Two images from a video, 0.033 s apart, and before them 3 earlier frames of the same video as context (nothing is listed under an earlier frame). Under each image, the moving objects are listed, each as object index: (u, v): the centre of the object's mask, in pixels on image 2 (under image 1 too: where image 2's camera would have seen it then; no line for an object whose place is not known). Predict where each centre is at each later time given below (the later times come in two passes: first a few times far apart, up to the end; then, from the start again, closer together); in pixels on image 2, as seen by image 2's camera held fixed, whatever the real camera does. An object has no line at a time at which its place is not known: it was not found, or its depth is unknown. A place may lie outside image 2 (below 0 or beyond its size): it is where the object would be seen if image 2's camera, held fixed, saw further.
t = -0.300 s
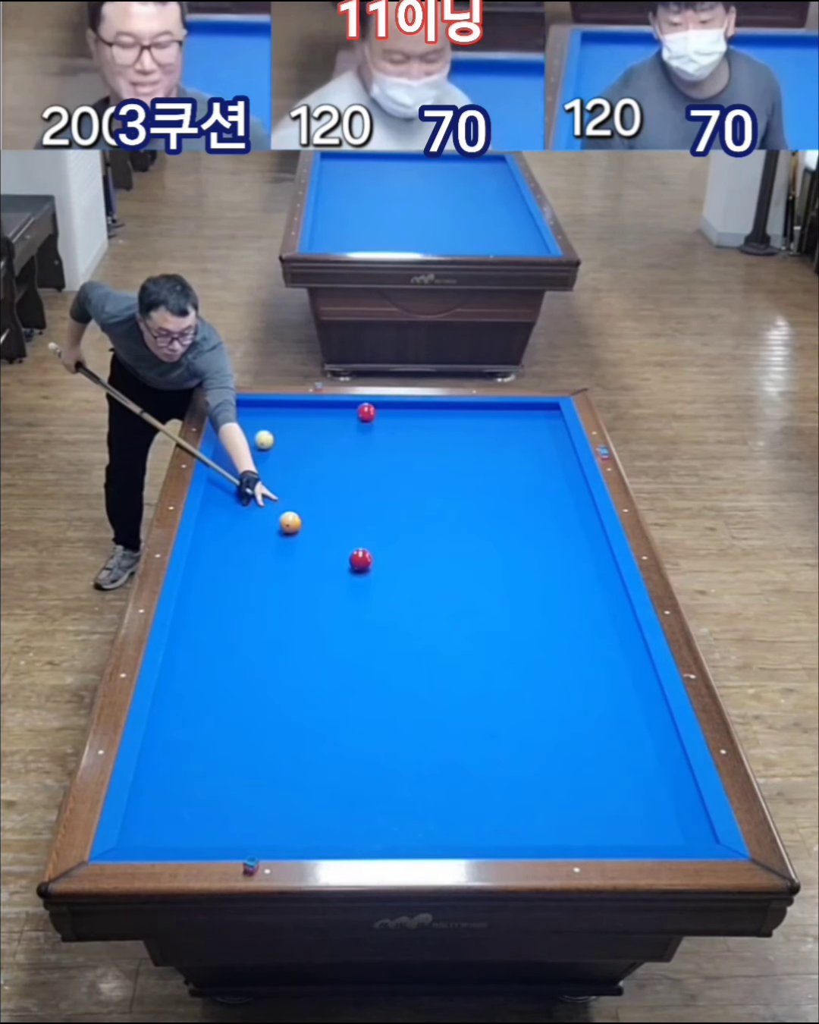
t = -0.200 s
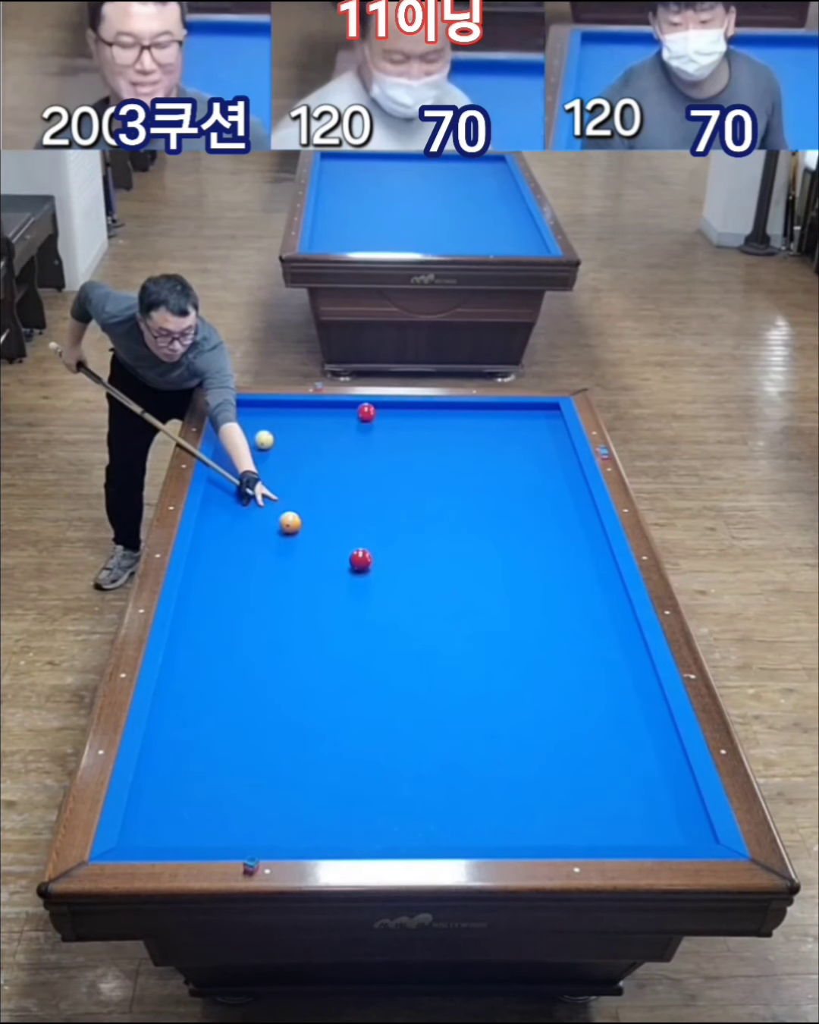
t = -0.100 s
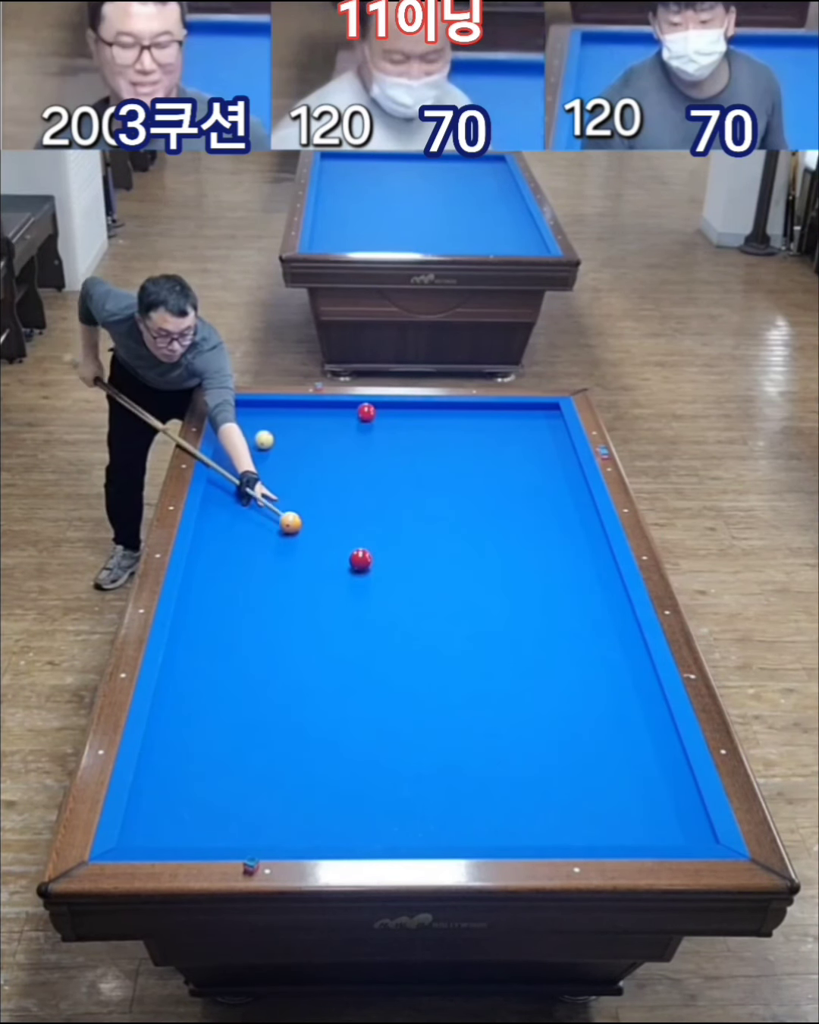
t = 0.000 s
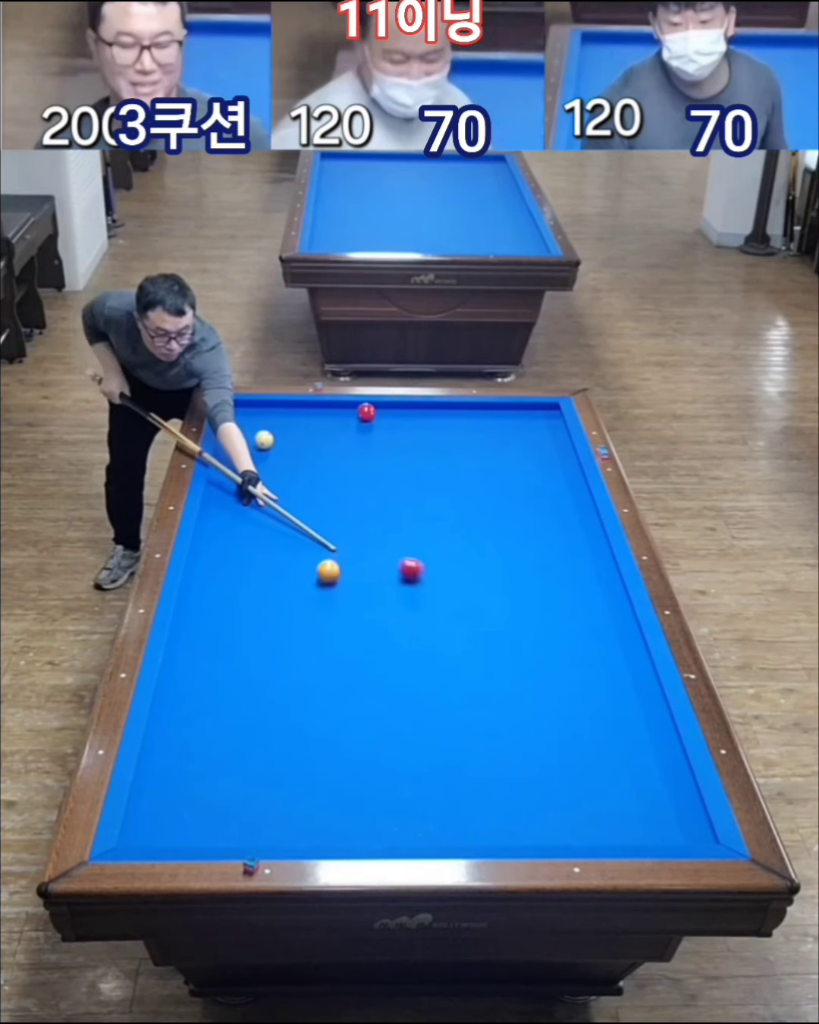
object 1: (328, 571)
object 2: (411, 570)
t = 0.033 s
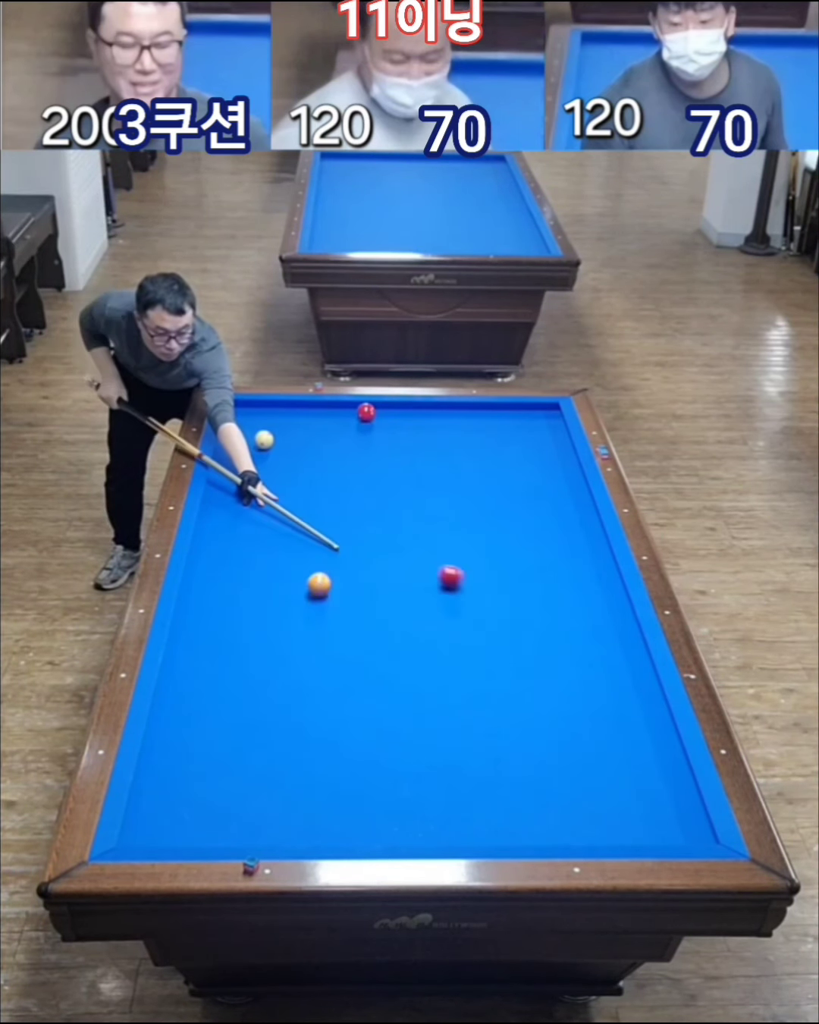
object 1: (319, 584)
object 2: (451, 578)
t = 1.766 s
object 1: (471, 618)
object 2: (466, 757)
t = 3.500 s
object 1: (473, 445)
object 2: (530, 835)
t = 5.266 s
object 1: (312, 443)
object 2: (329, 810)
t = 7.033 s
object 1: (248, 496)
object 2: (197, 790)
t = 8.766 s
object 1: (324, 548)
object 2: (164, 781)
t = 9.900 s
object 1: (368, 578)
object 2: (165, 781)
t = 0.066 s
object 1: (310, 598)
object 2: (490, 585)
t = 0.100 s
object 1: (300, 611)
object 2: (529, 593)
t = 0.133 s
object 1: (291, 624)
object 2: (569, 601)
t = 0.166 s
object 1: (280, 638)
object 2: (608, 608)
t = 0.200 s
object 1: (270, 651)
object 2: (615, 614)
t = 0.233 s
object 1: (260, 665)
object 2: (591, 618)
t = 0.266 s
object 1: (249, 678)
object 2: (567, 623)
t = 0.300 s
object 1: (238, 691)
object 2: (544, 627)
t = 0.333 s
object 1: (228, 705)
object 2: (521, 632)
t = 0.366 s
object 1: (217, 719)
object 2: (499, 636)
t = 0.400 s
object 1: (206, 732)
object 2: (477, 641)
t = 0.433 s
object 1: (194, 745)
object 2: (456, 645)
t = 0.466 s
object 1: (183, 758)
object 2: (435, 650)
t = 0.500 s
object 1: (171, 771)
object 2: (415, 654)
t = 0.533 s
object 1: (159, 785)
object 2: (395, 658)
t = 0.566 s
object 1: (147, 798)
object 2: (375, 662)
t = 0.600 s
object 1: (144, 814)
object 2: (355, 667)
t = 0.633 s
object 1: (148, 829)
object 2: (335, 671)
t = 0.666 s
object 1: (154, 835)
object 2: (314, 675)
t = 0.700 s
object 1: (169, 824)
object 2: (294, 680)
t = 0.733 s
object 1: (183, 813)
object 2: (273, 684)
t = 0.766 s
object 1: (197, 802)
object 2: (252, 689)
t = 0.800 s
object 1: (210, 792)
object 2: (230, 694)
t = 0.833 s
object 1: (222, 782)
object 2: (208, 698)
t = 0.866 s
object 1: (234, 774)
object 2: (187, 702)
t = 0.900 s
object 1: (245, 766)
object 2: (164, 707)
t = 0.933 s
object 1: (255, 759)
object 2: (179, 709)
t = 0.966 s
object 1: (266, 752)
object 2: (196, 710)
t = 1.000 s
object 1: (276, 745)
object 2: (211, 712)
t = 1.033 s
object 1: (286, 739)
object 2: (226, 714)
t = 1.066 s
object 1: (296, 733)
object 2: (240, 716)
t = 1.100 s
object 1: (306, 726)
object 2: (253, 717)
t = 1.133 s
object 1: (316, 720)
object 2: (264, 719)
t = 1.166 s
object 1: (325, 714)
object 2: (276, 721)
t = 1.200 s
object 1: (334, 708)
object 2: (286, 723)
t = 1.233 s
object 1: (343, 702)
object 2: (297, 725)
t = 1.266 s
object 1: (352, 696)
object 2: (307, 727)
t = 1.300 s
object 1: (361, 690)
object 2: (318, 729)
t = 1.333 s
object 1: (370, 684)
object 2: (328, 731)
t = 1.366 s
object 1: (378, 679)
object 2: (339, 733)
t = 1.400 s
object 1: (387, 674)
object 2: (349, 735)
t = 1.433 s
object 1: (395, 668)
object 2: (360, 737)
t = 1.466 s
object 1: (403, 663)
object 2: (370, 739)
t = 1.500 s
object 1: (411, 658)
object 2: (381, 741)
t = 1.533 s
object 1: (419, 652)
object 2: (391, 743)
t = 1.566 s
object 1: (427, 647)
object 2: (402, 745)
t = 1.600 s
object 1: (434, 642)
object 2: (413, 747)
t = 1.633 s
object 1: (442, 637)
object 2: (423, 749)
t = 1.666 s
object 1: (449, 632)
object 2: (434, 751)
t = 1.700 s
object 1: (457, 627)
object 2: (445, 753)
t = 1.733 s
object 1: (464, 623)
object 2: (455, 755)
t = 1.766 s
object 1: (471, 618)
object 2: (466, 757)
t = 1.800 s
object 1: (478, 613)
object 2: (477, 759)
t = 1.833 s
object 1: (485, 609)
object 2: (487, 760)
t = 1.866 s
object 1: (492, 605)
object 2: (498, 762)
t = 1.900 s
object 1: (499, 600)
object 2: (509, 765)
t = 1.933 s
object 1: (506, 596)
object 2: (519, 767)
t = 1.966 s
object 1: (512, 592)
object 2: (530, 768)
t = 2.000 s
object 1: (518, 588)
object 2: (541, 770)
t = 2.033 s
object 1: (525, 584)
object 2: (552, 773)
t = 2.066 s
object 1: (531, 579)
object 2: (563, 775)
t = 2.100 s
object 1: (537, 575)
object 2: (574, 777)
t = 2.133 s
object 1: (543, 571)
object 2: (585, 779)
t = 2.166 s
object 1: (549, 567)
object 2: (596, 781)
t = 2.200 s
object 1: (555, 563)
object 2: (607, 783)
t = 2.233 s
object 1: (561, 559)
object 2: (618, 785)
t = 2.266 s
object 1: (567, 555)
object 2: (629, 787)
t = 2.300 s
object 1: (573, 552)
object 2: (640, 789)
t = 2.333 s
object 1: (579, 548)
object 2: (651, 792)
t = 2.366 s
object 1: (584, 545)
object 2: (662, 793)
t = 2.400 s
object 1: (590, 541)
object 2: (674, 796)
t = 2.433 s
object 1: (595, 537)
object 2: (685, 798)
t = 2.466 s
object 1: (593, 534)
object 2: (685, 800)
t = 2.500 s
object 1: (587, 530)
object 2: (677, 801)
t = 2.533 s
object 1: (583, 527)
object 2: (671, 802)
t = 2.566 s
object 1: (578, 524)
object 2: (666, 803)
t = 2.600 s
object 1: (574, 521)
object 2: (661, 805)
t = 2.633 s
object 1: (570, 517)
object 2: (656, 806)
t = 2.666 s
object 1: (565, 514)
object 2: (651, 807)
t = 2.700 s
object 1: (561, 511)
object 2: (646, 808)
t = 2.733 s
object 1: (557, 508)
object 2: (642, 810)
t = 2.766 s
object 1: (553, 505)
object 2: (636, 811)
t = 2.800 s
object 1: (549, 502)
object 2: (632, 812)
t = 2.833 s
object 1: (545, 499)
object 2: (627, 814)
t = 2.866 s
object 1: (541, 496)
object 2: (622, 815)
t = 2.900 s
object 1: (537, 493)
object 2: (617, 816)
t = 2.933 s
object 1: (533, 490)
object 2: (612, 817)
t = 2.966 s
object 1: (529, 487)
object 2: (607, 819)
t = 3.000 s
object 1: (526, 484)
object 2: (602, 820)
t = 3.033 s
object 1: (522, 482)
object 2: (597, 821)
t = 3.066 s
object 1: (518, 479)
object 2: (592, 822)
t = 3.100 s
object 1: (514, 476)
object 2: (587, 824)
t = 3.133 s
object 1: (511, 473)
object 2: (583, 825)
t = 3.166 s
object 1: (507, 471)
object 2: (578, 826)
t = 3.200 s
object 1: (504, 468)
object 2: (573, 827)
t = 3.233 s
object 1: (500, 465)
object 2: (568, 828)
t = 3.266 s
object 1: (497, 463)
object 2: (563, 829)
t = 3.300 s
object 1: (493, 460)
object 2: (558, 830)
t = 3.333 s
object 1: (490, 458)
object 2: (553, 831)
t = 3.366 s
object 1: (486, 455)
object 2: (549, 832)
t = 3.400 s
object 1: (483, 453)
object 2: (544, 832)
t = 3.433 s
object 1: (480, 450)
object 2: (539, 833)
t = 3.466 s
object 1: (476, 448)
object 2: (534, 834)
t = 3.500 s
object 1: (473, 445)
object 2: (530, 835)
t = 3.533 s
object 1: (470, 443)
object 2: (525, 835)
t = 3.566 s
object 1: (467, 441)
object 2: (520, 835)
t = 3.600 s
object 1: (463, 438)
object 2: (516, 834)
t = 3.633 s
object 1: (460, 436)
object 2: (511, 834)
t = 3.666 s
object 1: (457, 434)
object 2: (507, 834)
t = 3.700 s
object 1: (454, 431)
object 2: (503, 833)
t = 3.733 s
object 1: (451, 429)
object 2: (498, 833)
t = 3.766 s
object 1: (448, 427)
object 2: (494, 832)
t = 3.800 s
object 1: (445, 425)
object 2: (490, 832)
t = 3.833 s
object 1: (442, 423)
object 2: (486, 832)
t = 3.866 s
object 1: (440, 420)
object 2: (482, 831)
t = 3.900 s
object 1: (437, 418)
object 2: (477, 831)
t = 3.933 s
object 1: (434, 416)
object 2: (473, 830)
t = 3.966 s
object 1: (431, 414)
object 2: (469, 830)
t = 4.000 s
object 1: (428, 412)
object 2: (465, 830)
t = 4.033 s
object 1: (425, 410)
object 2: (461, 829)
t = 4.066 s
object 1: (422, 408)
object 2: (457, 829)
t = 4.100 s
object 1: (420, 406)
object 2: (453, 828)
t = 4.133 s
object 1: (416, 407)
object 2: (449, 828)
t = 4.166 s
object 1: (413, 409)
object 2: (445, 827)
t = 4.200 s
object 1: (410, 410)
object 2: (441, 827)
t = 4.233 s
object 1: (407, 411)
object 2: (437, 826)
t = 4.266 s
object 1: (404, 412)
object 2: (433, 826)
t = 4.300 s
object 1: (401, 413)
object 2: (429, 825)
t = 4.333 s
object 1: (398, 414)
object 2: (426, 825)
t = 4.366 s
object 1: (395, 415)
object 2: (422, 824)
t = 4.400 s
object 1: (392, 416)
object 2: (418, 823)
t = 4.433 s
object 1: (389, 417)
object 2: (414, 823)
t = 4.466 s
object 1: (386, 418)
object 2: (410, 822)
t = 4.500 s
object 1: (383, 419)
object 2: (407, 822)
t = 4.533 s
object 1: (380, 420)
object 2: (403, 821)
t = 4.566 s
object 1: (377, 421)
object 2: (399, 821)
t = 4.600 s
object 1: (374, 422)
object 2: (396, 821)
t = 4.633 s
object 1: (371, 423)
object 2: (392, 820)
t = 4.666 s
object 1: (368, 424)
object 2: (388, 820)
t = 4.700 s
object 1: (365, 425)
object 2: (385, 818)
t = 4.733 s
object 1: (362, 426)
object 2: (381, 818)
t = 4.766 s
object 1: (358, 428)
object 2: (378, 818)
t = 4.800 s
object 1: (355, 428)
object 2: (374, 817)
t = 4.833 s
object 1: (352, 430)
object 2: (371, 817)
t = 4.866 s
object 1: (349, 430)
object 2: (368, 816)
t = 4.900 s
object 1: (347, 432)
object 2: (364, 815)
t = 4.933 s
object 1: (343, 433)
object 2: (361, 815)
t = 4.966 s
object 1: (340, 434)
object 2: (358, 815)
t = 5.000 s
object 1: (337, 435)
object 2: (354, 814)
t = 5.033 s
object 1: (334, 436)
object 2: (351, 813)
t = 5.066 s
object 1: (331, 437)
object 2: (348, 813)
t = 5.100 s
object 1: (328, 438)
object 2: (345, 812)
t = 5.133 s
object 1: (325, 439)
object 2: (341, 812)
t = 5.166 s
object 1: (322, 440)
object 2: (338, 812)
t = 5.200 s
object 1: (319, 441)
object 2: (335, 811)
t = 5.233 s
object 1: (315, 442)
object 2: (332, 811)
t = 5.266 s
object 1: (312, 443)
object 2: (329, 810)
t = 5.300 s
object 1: (309, 444)
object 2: (326, 810)
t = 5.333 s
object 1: (306, 445)
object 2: (323, 809)
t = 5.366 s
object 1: (303, 446)
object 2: (320, 809)
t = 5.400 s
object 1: (300, 448)
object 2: (317, 808)
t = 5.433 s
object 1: (297, 449)
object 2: (314, 808)
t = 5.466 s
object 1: (294, 450)
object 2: (310, 807)
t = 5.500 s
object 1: (291, 451)
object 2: (307, 807)
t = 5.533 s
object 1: (288, 452)
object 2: (305, 806)
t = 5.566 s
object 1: (285, 453)
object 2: (302, 806)
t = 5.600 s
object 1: (282, 454)
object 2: (299, 805)
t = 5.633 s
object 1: (279, 455)
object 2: (296, 805)
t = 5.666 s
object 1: (276, 456)
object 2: (293, 804)
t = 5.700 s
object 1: (273, 457)
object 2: (291, 804)
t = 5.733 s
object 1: (269, 458)
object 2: (288, 804)
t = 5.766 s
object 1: (266, 459)
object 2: (285, 803)
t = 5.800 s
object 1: (263, 460)
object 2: (283, 803)
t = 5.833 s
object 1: (260, 461)
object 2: (280, 803)
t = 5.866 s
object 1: (257, 462)
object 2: (277, 802)
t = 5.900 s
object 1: (254, 463)
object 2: (274, 802)
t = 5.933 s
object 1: (251, 464)
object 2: (272, 801)
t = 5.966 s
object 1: (248, 466)
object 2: (269, 801)
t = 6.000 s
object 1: (245, 467)
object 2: (267, 800)
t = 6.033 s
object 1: (242, 468)
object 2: (264, 800)
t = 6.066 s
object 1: (238, 469)
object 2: (261, 799)
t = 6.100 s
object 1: (235, 470)
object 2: (259, 799)
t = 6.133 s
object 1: (232, 471)
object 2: (256, 799)
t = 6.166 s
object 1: (229, 472)
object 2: (254, 799)
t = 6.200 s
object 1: (226, 473)
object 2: (251, 798)
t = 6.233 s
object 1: (223, 474)
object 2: (249, 798)
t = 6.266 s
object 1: (220, 475)
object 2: (247, 797)
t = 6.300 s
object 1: (218, 476)
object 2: (244, 797)
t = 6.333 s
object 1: (220, 477)
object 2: (242, 797)
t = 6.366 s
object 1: (221, 478)
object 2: (239, 796)
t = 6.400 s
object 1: (222, 479)
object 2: (237, 796)
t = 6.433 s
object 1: (224, 479)
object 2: (235, 796)
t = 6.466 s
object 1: (225, 480)
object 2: (232, 795)
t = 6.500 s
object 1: (227, 481)
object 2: (230, 795)
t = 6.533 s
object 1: (228, 482)
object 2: (228, 795)
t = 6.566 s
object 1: (229, 483)
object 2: (226, 794)
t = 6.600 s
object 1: (230, 484)
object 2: (223, 794)
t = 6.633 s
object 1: (232, 485)
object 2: (221, 794)
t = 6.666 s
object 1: (233, 486)
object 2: (219, 793)
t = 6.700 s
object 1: (234, 487)
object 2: (217, 793)
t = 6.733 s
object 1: (236, 488)
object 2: (215, 793)
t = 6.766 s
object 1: (237, 489)
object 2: (213, 793)
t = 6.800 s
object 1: (238, 490)
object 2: (210, 792)
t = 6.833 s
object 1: (240, 491)
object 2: (209, 792)
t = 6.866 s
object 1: (241, 492)
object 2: (206, 792)
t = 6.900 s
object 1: (242, 492)
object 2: (204, 791)
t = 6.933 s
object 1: (244, 493)
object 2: (202, 791)
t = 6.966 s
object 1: (245, 494)
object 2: (201, 791)
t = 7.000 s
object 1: (246, 495)
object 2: (199, 791)
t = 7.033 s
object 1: (248, 496)
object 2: (197, 790)
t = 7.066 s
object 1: (249, 497)
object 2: (195, 790)
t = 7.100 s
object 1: (250, 498)
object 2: (193, 790)
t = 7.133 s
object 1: (251, 499)
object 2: (191, 790)
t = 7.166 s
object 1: (253, 499)
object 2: (189, 790)
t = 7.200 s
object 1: (254, 500)
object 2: (187, 790)
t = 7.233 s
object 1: (255, 501)
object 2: (186, 790)
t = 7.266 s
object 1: (257, 502)
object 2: (183, 790)
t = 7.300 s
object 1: (258, 503)
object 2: (182, 789)
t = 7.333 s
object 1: (259, 504)
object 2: (180, 789)
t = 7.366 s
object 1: (260, 504)
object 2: (178, 789)
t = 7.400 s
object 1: (262, 505)
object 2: (176, 789)
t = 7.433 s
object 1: (263, 506)
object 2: (175, 789)
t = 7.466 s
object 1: (264, 507)
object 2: (173, 788)
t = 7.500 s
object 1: (265, 508)
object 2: (171, 788)
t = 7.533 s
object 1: (267, 509)
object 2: (170, 788)
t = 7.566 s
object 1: (268, 509)
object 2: (168, 787)
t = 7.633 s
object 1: (270, 511)
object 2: (165, 787)
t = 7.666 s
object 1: (272, 512)
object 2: (164, 787)
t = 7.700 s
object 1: (273, 513)
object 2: (162, 786)
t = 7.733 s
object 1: (274, 514)
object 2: (161, 786)
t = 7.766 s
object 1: (275, 515)
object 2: (159, 785)
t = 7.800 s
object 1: (276, 515)
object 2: (158, 785)
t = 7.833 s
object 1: (278, 516)
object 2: (157, 785)
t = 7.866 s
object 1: (279, 517)
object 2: (155, 785)
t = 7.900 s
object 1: (280, 518)
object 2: (154, 785)
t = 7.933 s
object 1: (281, 518)
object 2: (152, 784)
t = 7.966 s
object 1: (282, 520)
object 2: (151, 784)
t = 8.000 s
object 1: (283, 520)
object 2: (150, 784)
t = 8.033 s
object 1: (285, 521)
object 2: (149, 784)
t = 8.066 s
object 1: (285, 522)
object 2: (149, 784)
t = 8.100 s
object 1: (287, 523)
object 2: (149, 784)
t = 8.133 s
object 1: (288, 523)
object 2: (150, 784)
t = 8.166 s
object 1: (289, 524)
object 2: (151, 784)
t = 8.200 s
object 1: (290, 525)
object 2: (151, 783)
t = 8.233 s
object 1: (291, 526)
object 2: (152, 783)
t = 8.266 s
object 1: (292, 526)
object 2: (152, 783)
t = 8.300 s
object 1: (293, 527)
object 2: (153, 783)
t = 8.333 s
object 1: (294, 528)
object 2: (154, 783)
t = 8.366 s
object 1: (295, 529)
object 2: (154, 783)
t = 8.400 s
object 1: (296, 529)
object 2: (155, 783)
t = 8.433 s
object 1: (297, 530)
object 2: (156, 783)
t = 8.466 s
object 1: (298, 531)
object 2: (156, 782)
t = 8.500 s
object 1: (299, 532)
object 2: (157, 782)
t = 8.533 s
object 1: (300, 532)
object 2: (157, 782)
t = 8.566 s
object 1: (301, 533)
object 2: (158, 782)
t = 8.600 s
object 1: (305, 535)
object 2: (159, 782)
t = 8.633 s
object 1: (308, 538)
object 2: (160, 782)
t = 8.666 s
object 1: (312, 541)
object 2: (162, 782)
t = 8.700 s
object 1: (316, 544)
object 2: (163, 782)
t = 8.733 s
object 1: (320, 546)
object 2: (164, 781)
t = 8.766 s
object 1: (324, 548)
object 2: (164, 781)
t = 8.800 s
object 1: (327, 551)
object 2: (164, 781)
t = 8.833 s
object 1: (330, 553)
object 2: (165, 781)
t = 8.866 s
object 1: (334, 555)
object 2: (165, 781)
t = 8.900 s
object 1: (336, 557)
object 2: (165, 781)
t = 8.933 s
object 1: (340, 559)
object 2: (165, 781)
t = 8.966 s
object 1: (342, 561)
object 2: (165, 781)
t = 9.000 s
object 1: (345, 563)
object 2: (165, 781)
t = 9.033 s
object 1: (348, 565)
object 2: (165, 781)
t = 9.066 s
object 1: (350, 567)
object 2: (165, 781)
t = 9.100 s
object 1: (352, 568)
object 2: (165, 781)
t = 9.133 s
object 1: (354, 570)
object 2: (165, 781)
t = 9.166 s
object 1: (356, 571)
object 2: (165, 781)
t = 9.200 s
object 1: (358, 572)
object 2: (165, 781)
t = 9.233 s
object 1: (360, 573)
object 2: (165, 781)
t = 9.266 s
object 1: (362, 574)
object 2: (165, 781)
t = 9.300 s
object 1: (363, 575)
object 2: (165, 781)
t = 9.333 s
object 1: (364, 576)
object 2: (165, 781)
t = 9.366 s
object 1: (365, 577)
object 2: (165, 781)
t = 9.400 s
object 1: (366, 577)
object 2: (165, 781)
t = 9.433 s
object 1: (367, 578)
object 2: (165, 781)
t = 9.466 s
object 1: (368, 578)
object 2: (165, 781)
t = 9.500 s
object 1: (368, 578)
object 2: (165, 781)
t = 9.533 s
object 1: (368, 579)
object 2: (165, 781)
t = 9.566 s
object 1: (368, 579)
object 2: (165, 781)
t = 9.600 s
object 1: (368, 579)
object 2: (165, 781)
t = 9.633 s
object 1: (368, 578)
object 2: (165, 781)
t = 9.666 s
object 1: (368, 578)
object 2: (165, 781)
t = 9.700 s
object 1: (368, 578)
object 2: (165, 781)
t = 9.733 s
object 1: (368, 578)
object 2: (165, 781)
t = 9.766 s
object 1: (368, 578)
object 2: (165, 781)
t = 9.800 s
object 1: (368, 578)
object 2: (165, 781)
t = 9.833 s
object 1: (368, 578)
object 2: (165, 781)
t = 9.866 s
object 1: (368, 578)
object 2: (165, 781)
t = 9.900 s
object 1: (368, 578)
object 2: (165, 781)
